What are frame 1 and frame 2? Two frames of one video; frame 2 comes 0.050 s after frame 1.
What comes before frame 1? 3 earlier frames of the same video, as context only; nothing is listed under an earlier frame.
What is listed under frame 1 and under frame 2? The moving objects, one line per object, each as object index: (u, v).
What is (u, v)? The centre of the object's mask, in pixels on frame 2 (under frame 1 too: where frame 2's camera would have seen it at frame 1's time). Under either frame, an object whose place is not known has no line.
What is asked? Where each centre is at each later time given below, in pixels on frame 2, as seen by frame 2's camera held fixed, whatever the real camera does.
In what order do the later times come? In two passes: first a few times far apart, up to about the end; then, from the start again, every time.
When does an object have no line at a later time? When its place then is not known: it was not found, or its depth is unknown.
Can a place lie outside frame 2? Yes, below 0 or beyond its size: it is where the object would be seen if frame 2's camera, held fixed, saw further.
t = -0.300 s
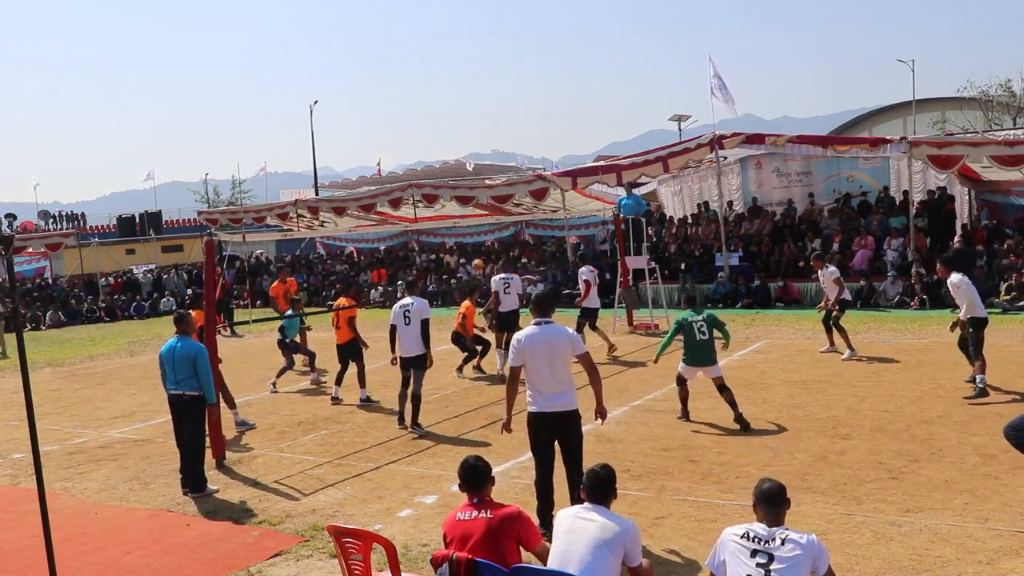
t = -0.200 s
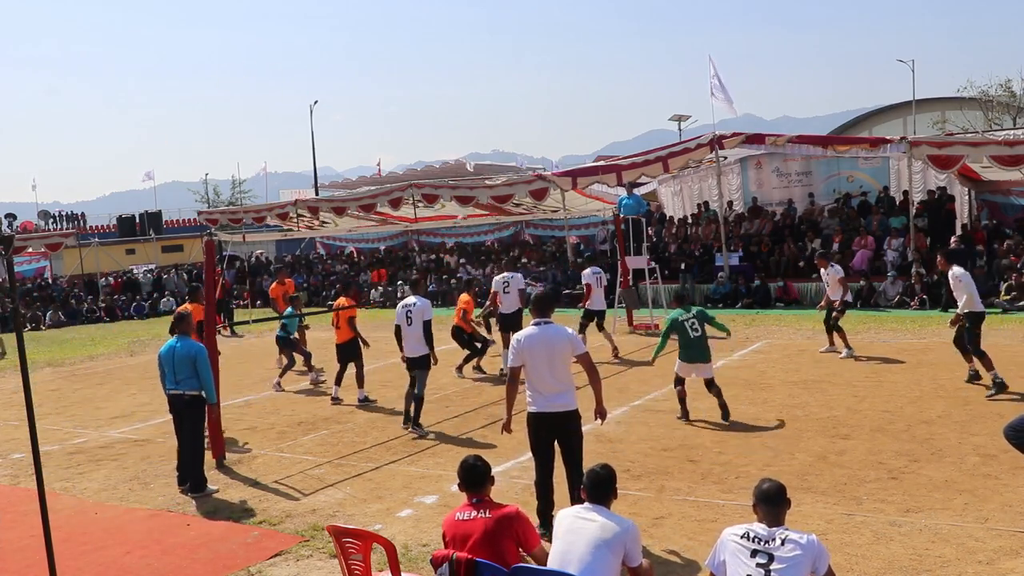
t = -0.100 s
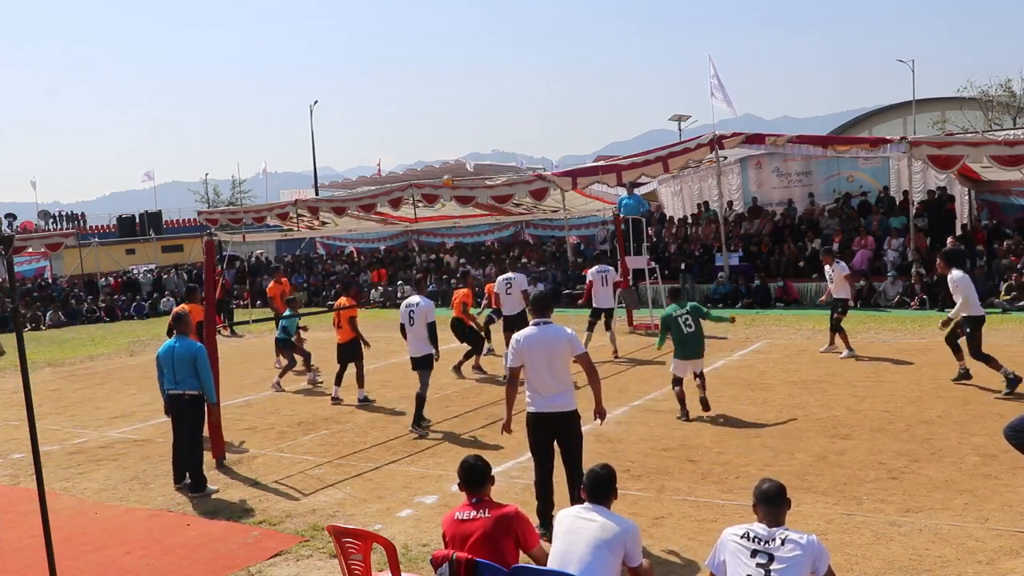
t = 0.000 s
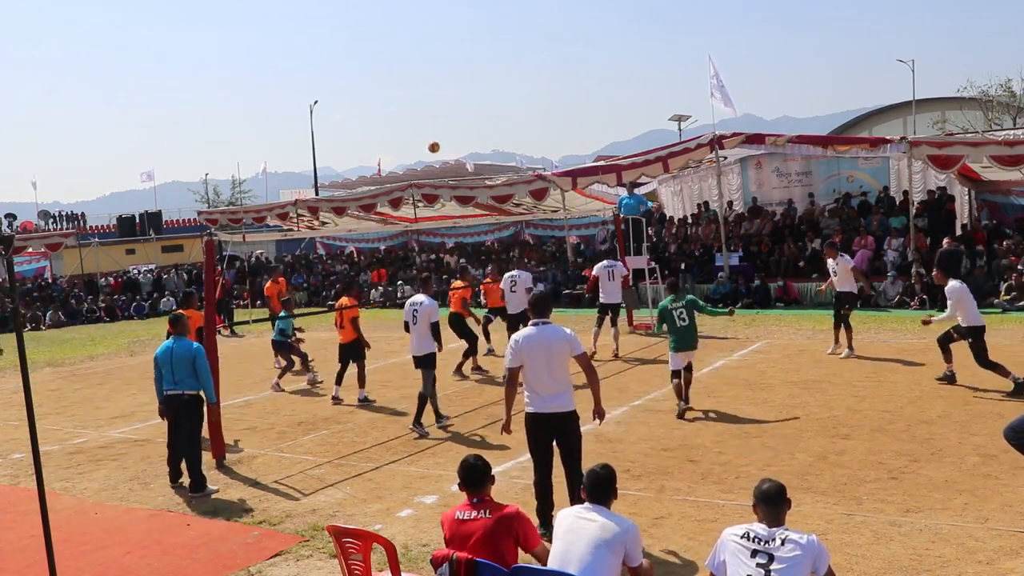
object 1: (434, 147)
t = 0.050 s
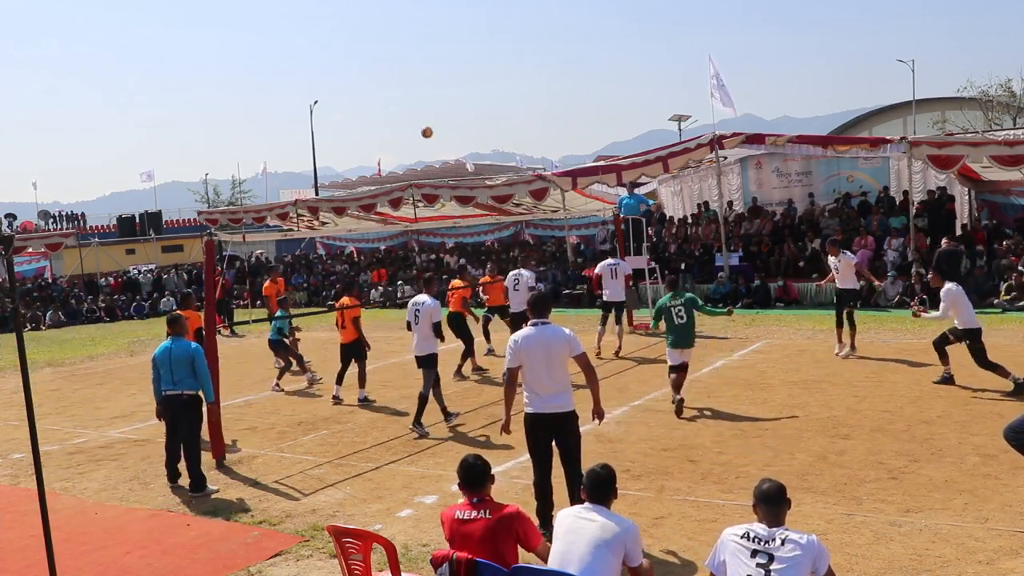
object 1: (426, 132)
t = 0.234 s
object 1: (401, 89)
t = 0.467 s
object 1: (370, 62)
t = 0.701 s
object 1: (341, 66)
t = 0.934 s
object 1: (315, 104)
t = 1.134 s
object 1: (295, 164)
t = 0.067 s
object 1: (424, 128)
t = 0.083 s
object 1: (422, 123)
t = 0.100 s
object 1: (420, 119)
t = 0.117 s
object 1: (417, 115)
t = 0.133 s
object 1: (415, 110)
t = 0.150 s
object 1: (413, 107)
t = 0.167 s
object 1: (410, 103)
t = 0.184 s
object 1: (408, 99)
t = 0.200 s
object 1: (406, 96)
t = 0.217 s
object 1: (403, 93)
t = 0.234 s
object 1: (401, 89)
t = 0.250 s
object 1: (399, 86)
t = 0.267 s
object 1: (396, 84)
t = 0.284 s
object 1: (394, 81)
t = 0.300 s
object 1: (392, 78)
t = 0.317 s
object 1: (390, 76)
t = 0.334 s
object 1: (387, 74)
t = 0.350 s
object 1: (385, 72)
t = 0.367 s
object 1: (383, 70)
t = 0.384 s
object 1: (381, 68)
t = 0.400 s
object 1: (379, 66)
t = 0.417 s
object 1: (377, 65)
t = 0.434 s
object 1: (374, 64)
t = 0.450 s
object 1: (372, 63)
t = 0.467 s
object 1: (370, 62)
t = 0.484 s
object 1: (368, 61)
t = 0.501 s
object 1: (366, 61)
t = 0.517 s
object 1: (364, 60)
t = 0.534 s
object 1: (362, 60)
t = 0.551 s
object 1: (359, 60)
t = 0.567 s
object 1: (357, 60)
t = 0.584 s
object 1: (355, 60)
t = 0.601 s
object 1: (353, 61)
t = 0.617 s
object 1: (351, 61)
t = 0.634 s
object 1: (349, 62)
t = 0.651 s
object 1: (347, 63)
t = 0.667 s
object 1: (345, 64)
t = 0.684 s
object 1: (343, 65)
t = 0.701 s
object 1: (341, 66)
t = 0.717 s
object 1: (339, 68)
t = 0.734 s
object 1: (337, 69)
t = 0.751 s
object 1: (335, 71)
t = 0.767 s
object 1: (333, 73)
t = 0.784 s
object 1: (331, 76)
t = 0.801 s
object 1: (329, 78)
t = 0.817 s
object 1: (328, 81)
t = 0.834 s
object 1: (326, 84)
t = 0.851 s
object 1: (324, 87)
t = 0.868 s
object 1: (322, 90)
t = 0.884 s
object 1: (320, 93)
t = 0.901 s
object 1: (318, 97)
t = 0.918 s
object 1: (316, 101)
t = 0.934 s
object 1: (315, 104)
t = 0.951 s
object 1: (313, 108)
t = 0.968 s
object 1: (311, 112)
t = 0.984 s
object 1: (310, 116)
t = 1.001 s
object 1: (308, 121)
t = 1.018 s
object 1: (306, 126)
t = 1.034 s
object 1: (305, 131)
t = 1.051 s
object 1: (303, 136)
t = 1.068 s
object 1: (301, 141)
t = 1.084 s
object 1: (299, 146)
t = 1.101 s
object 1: (298, 152)
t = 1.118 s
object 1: (296, 158)
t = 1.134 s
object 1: (295, 164)
